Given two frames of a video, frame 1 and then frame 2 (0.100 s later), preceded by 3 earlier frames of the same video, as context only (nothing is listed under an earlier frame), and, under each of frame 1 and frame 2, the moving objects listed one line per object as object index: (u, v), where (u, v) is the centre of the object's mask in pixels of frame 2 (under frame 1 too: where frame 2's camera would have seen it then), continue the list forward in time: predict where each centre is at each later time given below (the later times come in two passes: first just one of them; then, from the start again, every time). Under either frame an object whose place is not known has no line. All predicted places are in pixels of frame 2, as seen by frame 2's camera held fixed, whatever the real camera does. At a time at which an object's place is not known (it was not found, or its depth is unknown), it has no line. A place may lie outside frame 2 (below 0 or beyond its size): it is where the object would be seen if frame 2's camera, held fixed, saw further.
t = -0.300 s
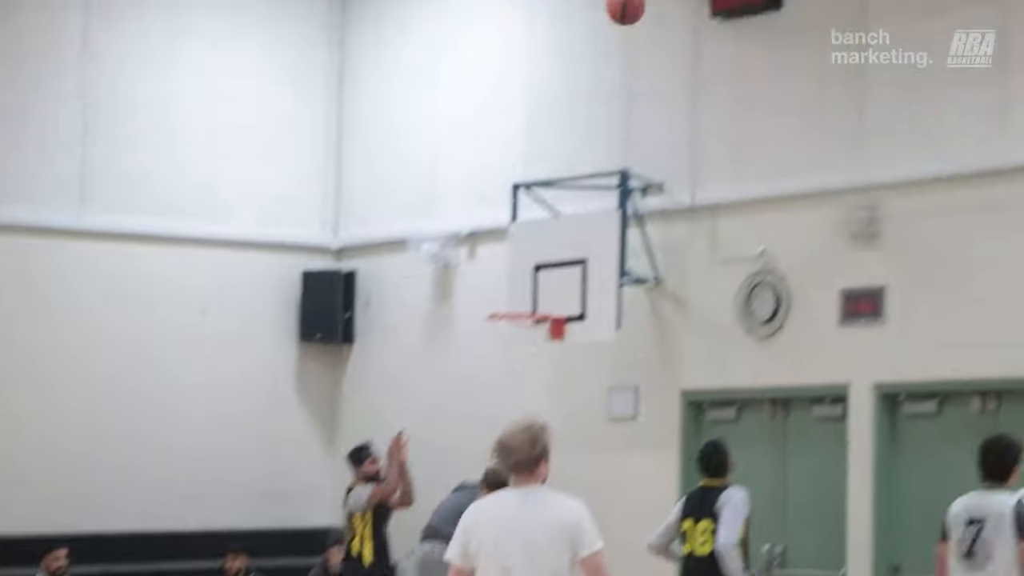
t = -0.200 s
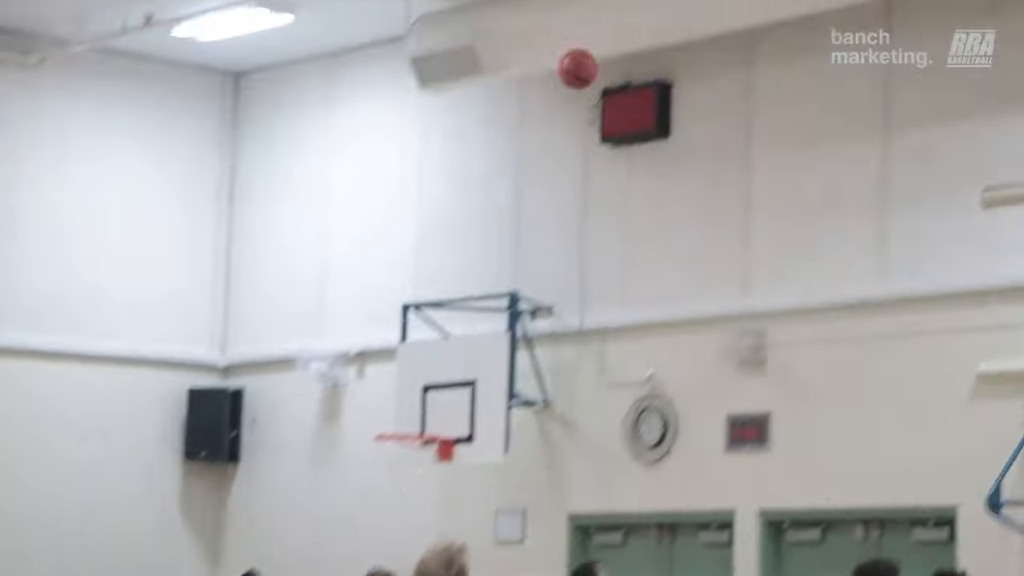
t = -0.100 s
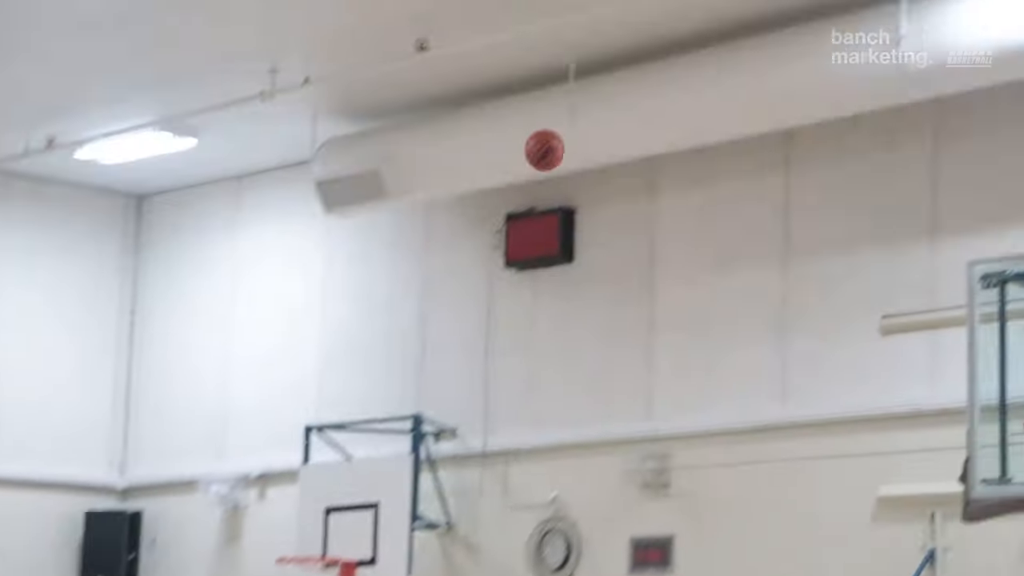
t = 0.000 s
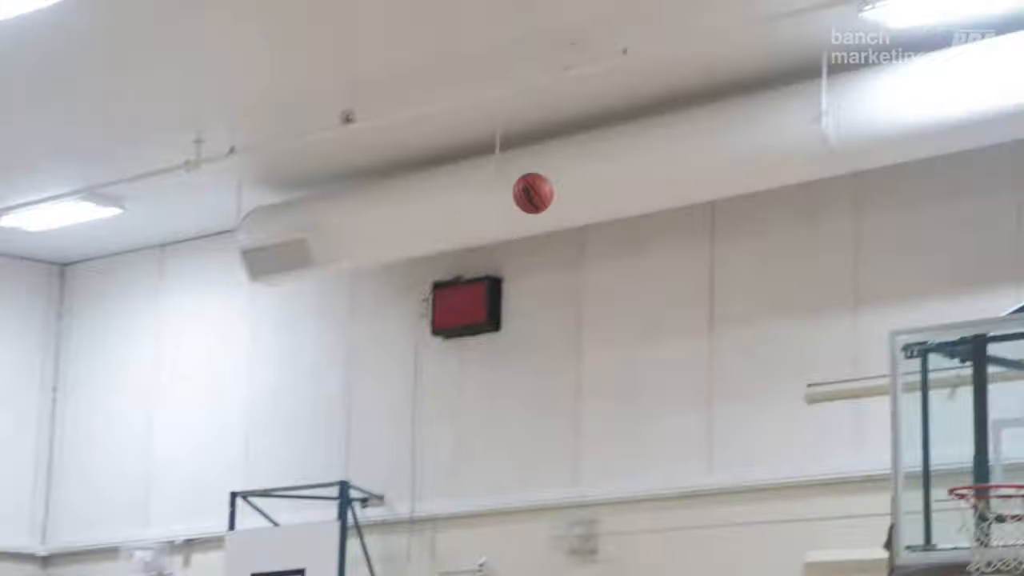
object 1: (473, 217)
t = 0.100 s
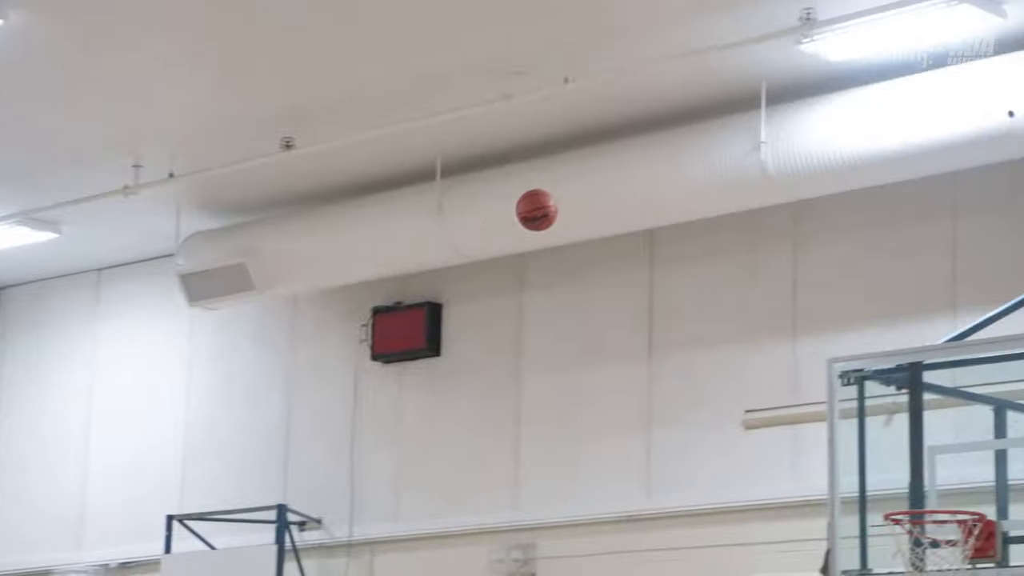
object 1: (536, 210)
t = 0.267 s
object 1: (645, 232)
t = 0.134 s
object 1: (557, 211)
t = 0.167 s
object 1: (579, 213)
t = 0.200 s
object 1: (602, 217)
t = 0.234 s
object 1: (624, 224)
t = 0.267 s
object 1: (645, 232)
